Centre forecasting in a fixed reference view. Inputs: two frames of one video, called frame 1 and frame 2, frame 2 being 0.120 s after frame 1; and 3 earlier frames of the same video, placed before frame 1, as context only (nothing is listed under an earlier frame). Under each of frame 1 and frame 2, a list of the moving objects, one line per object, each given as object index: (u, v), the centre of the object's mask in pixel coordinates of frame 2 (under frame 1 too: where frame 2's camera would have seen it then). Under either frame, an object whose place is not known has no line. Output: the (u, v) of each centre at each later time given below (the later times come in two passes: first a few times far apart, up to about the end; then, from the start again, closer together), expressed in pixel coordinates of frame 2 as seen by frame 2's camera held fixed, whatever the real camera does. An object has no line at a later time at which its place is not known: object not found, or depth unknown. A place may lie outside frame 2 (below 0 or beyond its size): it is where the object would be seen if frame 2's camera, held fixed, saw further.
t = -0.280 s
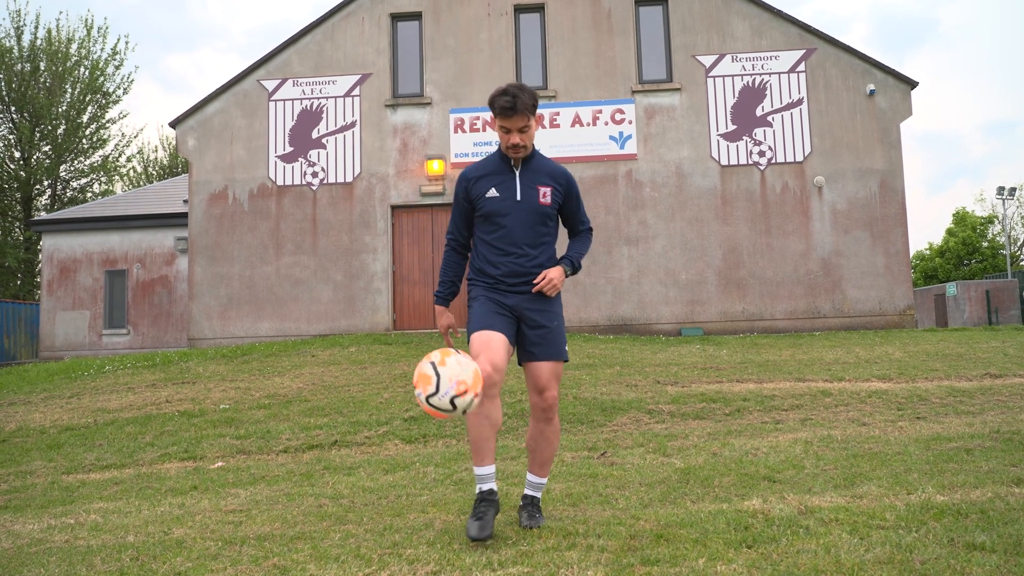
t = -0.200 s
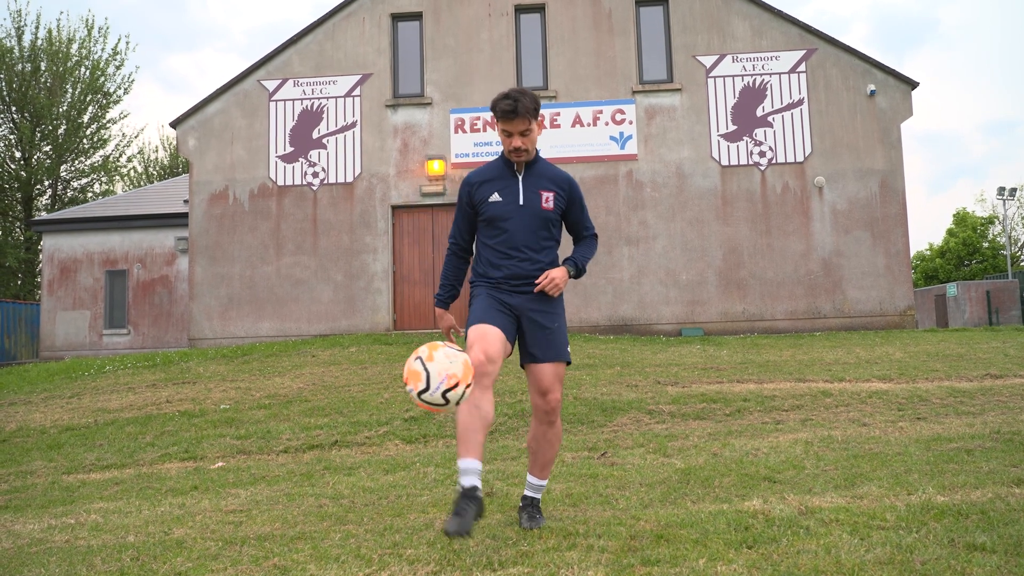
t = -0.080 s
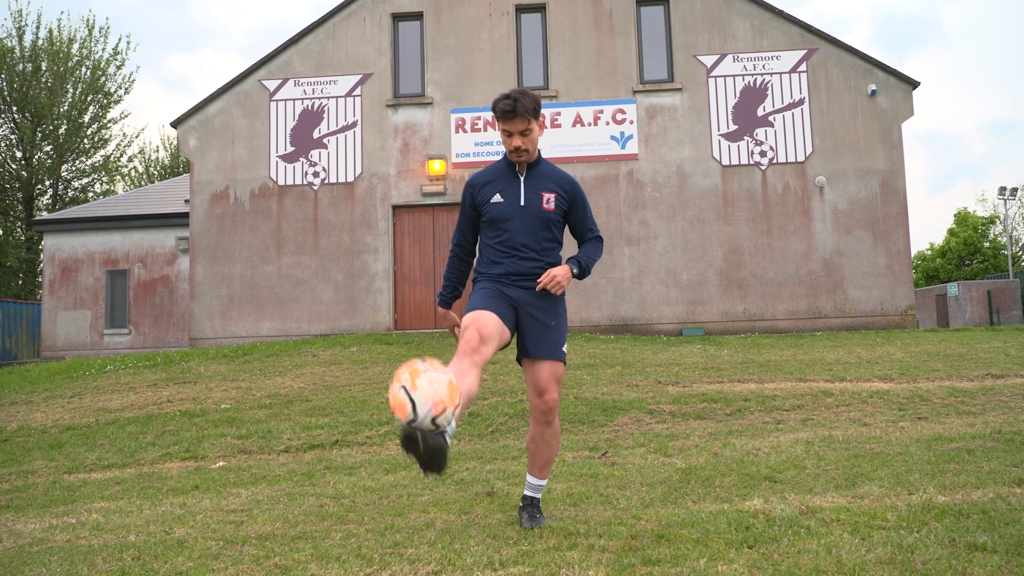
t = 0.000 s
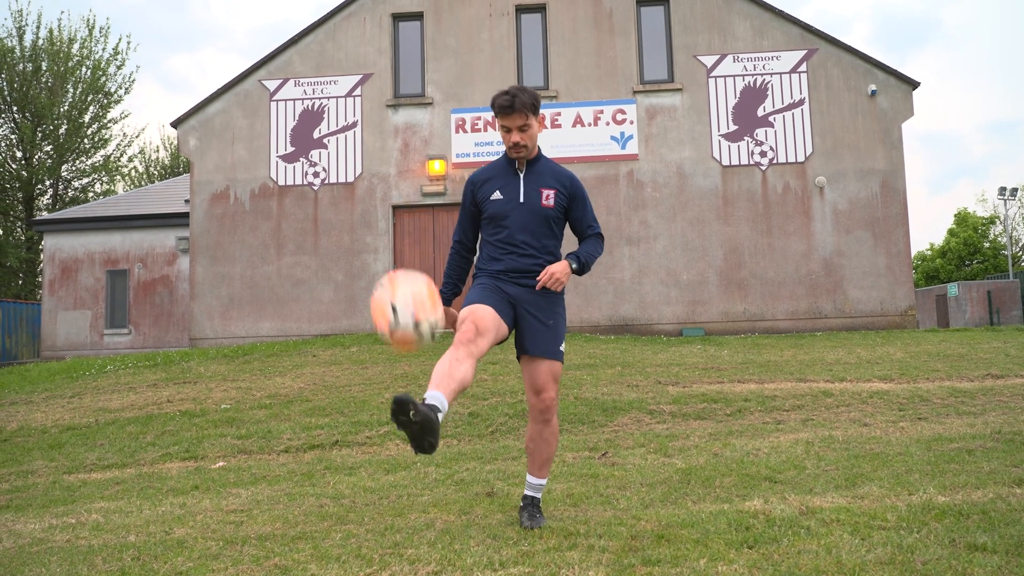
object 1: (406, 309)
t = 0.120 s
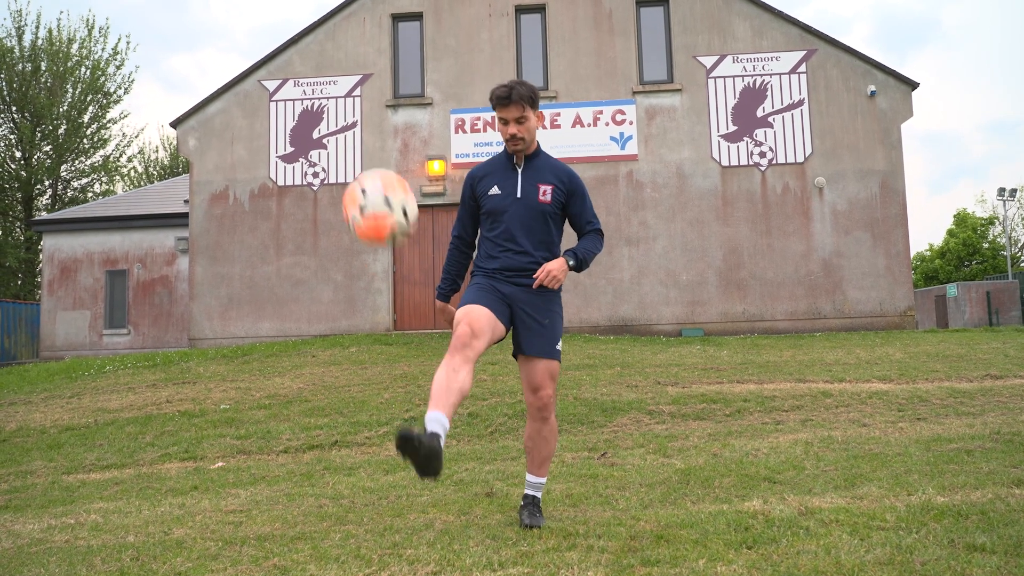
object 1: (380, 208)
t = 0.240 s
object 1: (354, 149)
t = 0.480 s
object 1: (297, 168)
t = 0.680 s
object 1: (245, 351)
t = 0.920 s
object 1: (186, 527)
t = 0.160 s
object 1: (372, 183)
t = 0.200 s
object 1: (363, 163)
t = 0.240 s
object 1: (354, 149)
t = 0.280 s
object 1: (344, 139)
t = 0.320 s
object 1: (335, 135)
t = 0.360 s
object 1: (327, 135)
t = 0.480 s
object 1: (297, 168)
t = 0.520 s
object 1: (287, 192)
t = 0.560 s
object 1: (277, 222)
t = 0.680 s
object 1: (245, 351)
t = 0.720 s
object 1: (233, 410)
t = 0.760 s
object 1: (221, 477)
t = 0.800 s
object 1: (212, 539)
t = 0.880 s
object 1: (193, 551)
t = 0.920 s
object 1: (186, 527)
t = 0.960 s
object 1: (180, 488)
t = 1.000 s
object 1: (174, 456)
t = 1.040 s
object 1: (168, 430)
